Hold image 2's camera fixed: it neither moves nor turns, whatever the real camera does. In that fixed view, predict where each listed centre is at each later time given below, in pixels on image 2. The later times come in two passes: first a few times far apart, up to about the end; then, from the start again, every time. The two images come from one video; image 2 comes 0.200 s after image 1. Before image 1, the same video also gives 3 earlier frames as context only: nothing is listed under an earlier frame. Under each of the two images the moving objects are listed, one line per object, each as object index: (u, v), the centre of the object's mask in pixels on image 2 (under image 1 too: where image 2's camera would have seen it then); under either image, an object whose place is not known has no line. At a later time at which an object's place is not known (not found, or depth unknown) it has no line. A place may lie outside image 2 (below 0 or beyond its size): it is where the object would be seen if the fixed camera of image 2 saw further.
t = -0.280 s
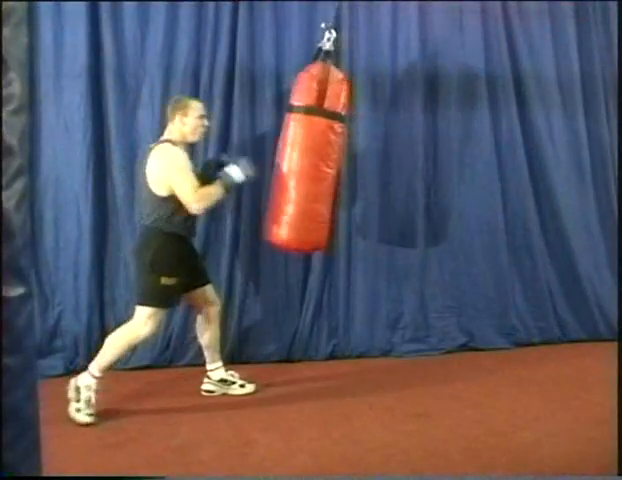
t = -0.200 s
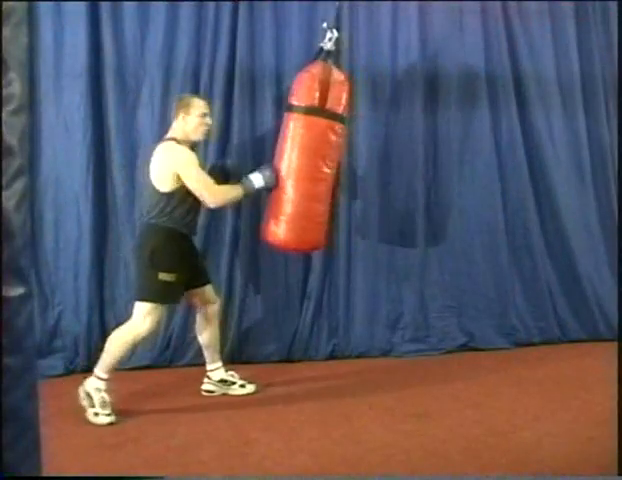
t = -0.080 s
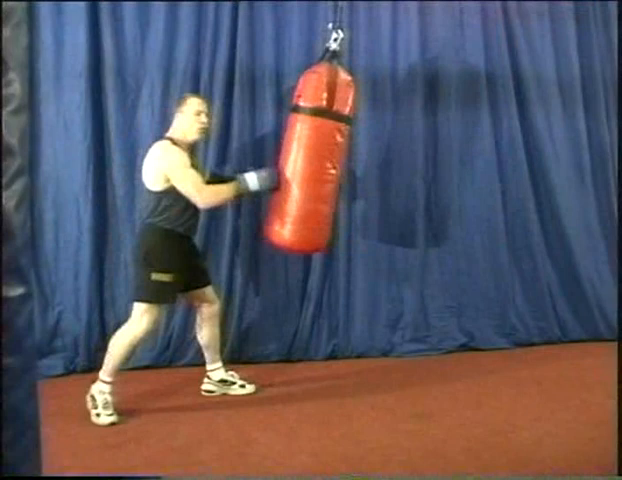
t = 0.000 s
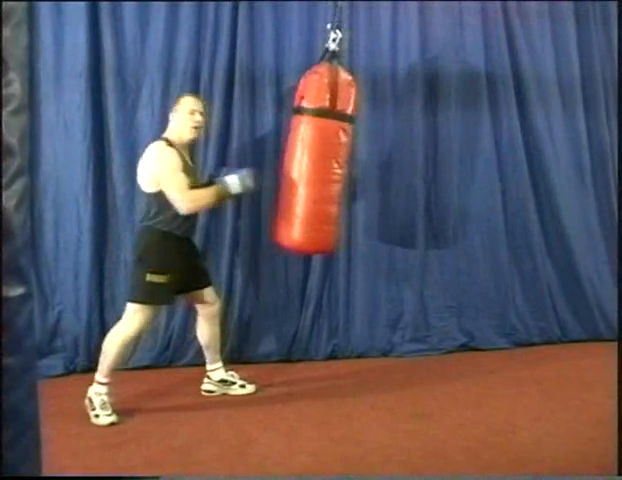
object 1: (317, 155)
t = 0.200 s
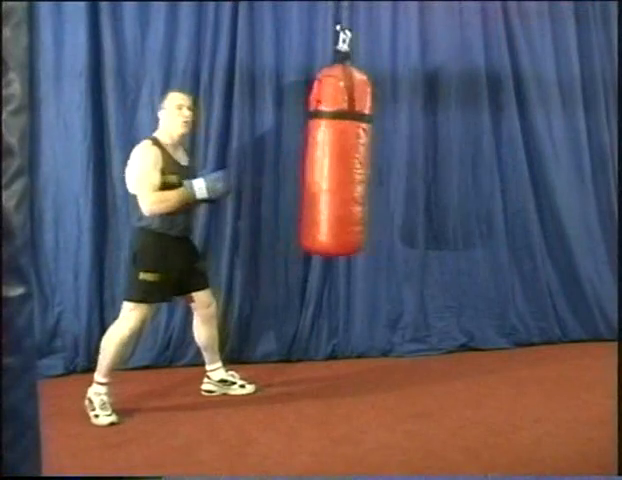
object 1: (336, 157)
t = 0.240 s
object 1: (341, 157)
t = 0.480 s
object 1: (366, 157)
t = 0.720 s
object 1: (384, 153)
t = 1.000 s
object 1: (384, 153)
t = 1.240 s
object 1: (368, 156)
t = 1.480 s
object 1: (342, 158)
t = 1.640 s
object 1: (326, 157)
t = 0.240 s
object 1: (341, 157)
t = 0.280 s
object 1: (345, 158)
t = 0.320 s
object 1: (349, 157)
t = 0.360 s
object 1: (353, 157)
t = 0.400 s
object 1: (358, 158)
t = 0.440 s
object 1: (362, 157)
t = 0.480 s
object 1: (366, 157)
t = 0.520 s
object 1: (370, 156)
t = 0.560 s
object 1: (374, 155)
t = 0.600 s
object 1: (377, 155)
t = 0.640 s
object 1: (380, 154)
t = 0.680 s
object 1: (382, 154)
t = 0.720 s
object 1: (384, 153)
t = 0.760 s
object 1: (385, 153)
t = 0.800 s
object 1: (386, 153)
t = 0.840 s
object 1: (387, 153)
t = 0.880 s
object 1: (387, 153)
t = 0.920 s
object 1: (387, 153)
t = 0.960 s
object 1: (386, 153)
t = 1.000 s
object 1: (384, 153)
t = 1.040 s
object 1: (383, 154)
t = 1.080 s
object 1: (381, 154)
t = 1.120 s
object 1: (379, 155)
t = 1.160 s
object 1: (375, 156)
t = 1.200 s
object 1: (371, 155)
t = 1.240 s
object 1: (368, 156)
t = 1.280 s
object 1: (364, 156)
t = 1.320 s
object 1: (359, 157)
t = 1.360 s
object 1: (356, 157)
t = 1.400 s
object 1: (352, 157)
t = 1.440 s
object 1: (347, 158)
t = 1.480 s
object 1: (342, 158)
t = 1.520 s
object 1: (338, 157)
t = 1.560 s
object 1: (334, 157)
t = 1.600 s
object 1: (330, 157)
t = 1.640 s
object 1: (326, 157)
